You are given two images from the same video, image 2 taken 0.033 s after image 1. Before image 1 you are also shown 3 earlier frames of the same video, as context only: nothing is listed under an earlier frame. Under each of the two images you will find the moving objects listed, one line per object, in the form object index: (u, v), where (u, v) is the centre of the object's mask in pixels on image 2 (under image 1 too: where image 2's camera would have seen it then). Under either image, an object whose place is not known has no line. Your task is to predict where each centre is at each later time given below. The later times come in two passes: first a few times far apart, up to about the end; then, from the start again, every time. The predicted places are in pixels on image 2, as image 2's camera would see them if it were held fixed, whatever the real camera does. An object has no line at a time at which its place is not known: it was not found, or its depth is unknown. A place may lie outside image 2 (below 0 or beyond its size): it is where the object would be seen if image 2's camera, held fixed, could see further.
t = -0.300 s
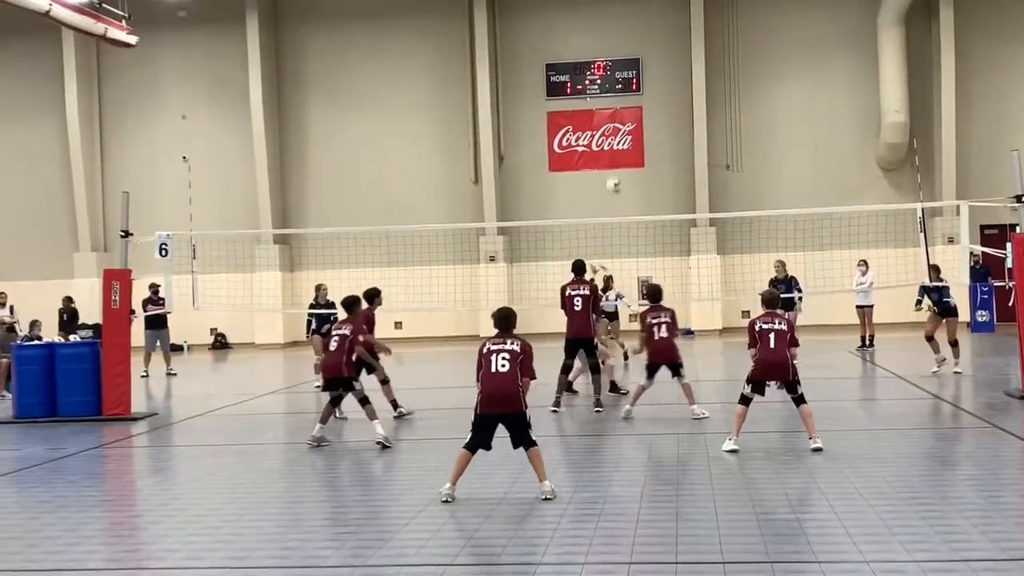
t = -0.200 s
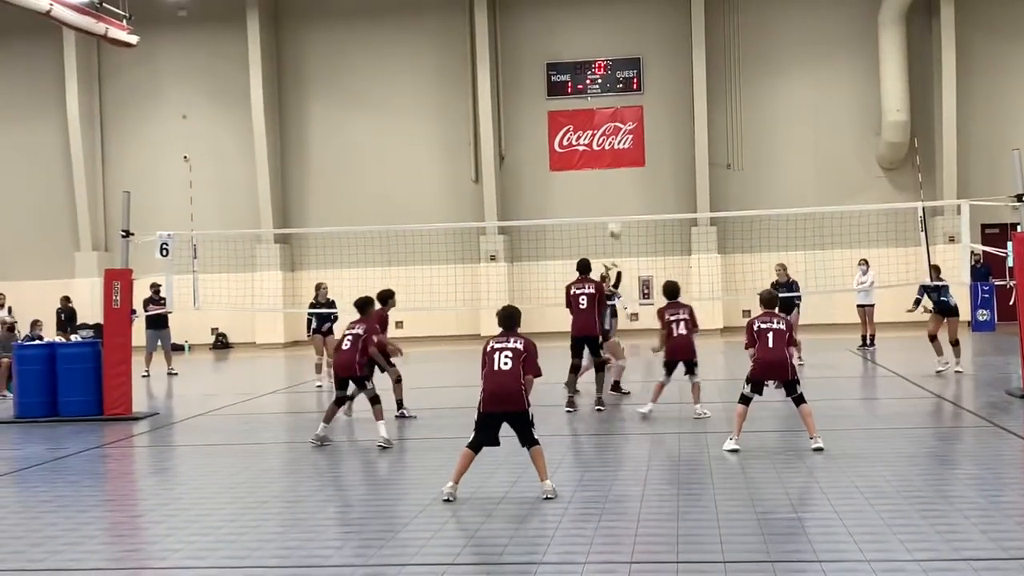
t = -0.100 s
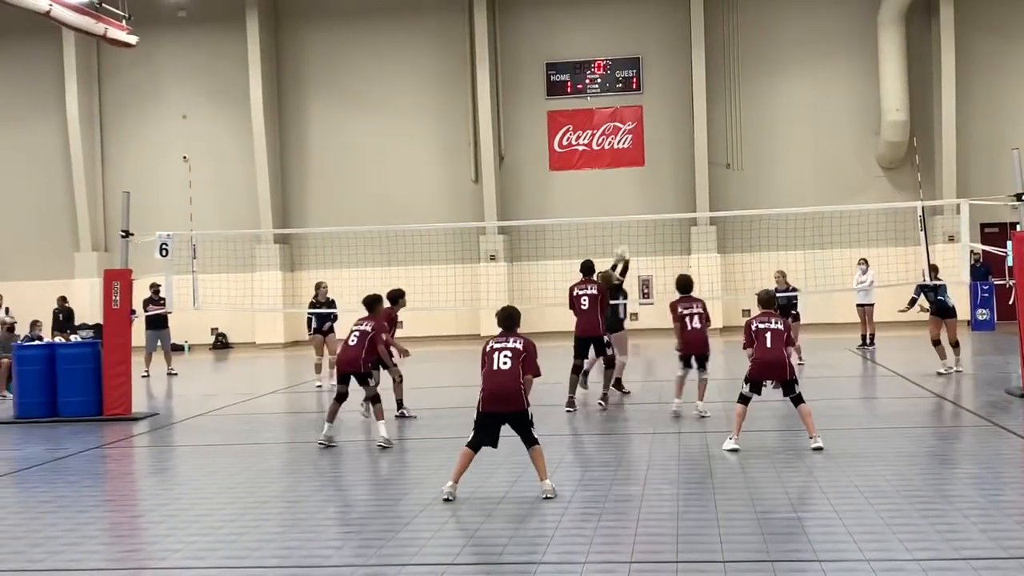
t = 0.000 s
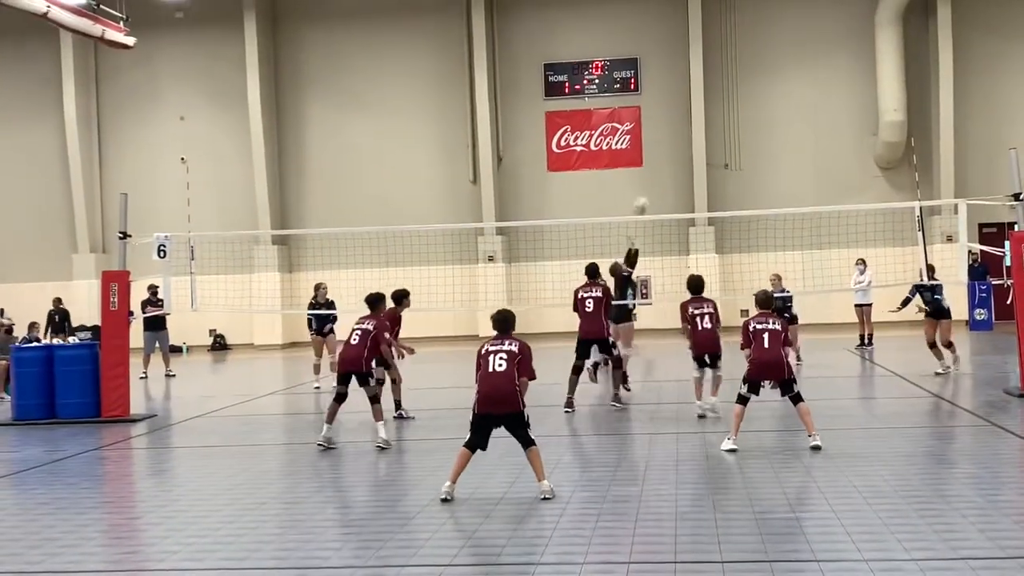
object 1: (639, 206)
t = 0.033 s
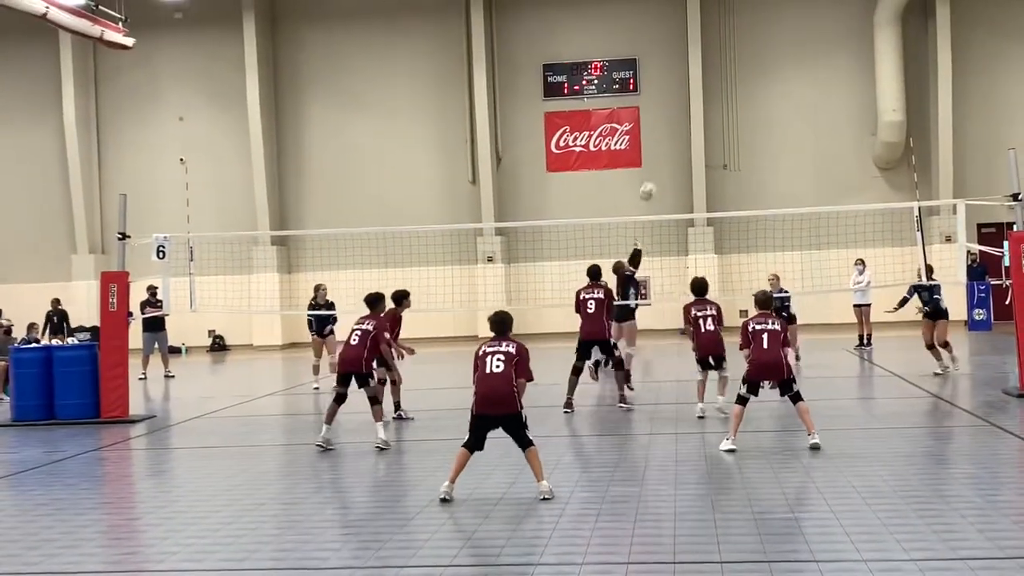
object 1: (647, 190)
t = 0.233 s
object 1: (690, 119)
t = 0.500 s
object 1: (748, 74)
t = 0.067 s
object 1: (654, 176)
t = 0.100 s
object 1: (662, 163)
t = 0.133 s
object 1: (669, 151)
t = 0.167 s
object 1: (676, 140)
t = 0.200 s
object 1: (683, 128)
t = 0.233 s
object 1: (690, 119)
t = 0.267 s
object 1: (698, 110)
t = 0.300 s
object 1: (706, 103)
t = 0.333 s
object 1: (713, 96)
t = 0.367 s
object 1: (720, 89)
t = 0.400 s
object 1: (727, 85)
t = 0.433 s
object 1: (733, 79)
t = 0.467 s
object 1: (741, 76)
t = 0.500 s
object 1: (748, 74)
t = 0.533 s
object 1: (755, 72)
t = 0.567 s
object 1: (762, 71)
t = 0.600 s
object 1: (768, 71)
